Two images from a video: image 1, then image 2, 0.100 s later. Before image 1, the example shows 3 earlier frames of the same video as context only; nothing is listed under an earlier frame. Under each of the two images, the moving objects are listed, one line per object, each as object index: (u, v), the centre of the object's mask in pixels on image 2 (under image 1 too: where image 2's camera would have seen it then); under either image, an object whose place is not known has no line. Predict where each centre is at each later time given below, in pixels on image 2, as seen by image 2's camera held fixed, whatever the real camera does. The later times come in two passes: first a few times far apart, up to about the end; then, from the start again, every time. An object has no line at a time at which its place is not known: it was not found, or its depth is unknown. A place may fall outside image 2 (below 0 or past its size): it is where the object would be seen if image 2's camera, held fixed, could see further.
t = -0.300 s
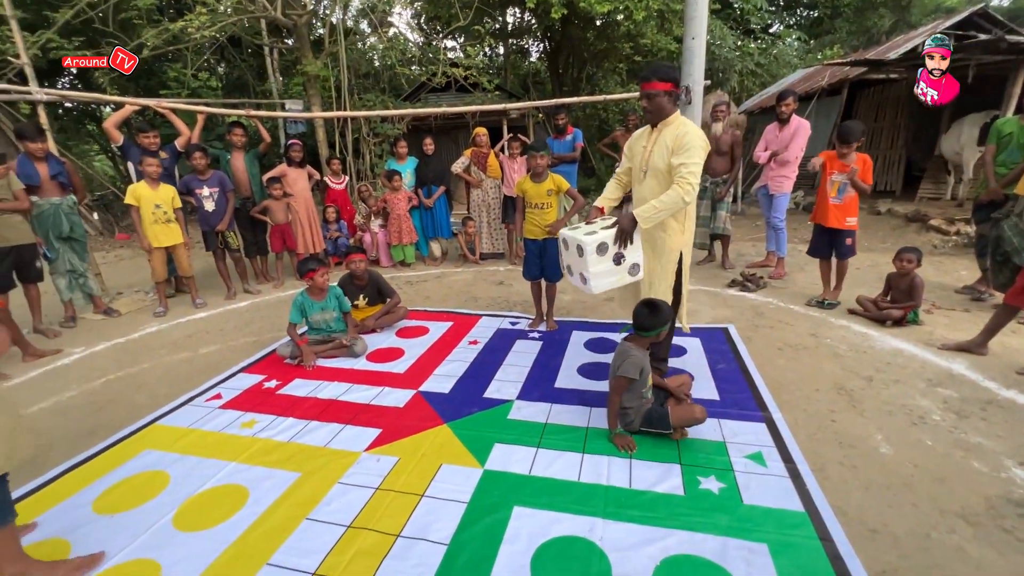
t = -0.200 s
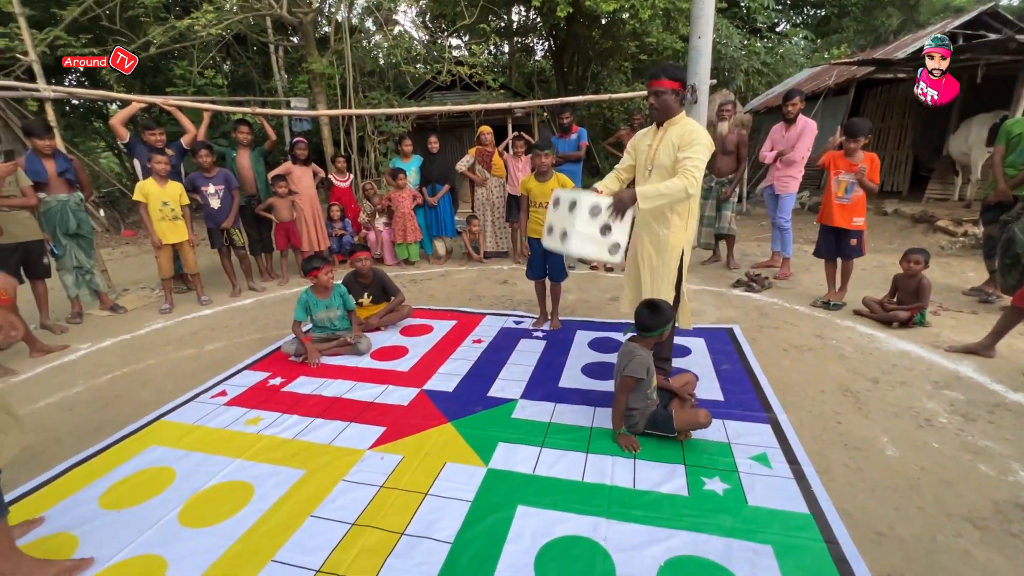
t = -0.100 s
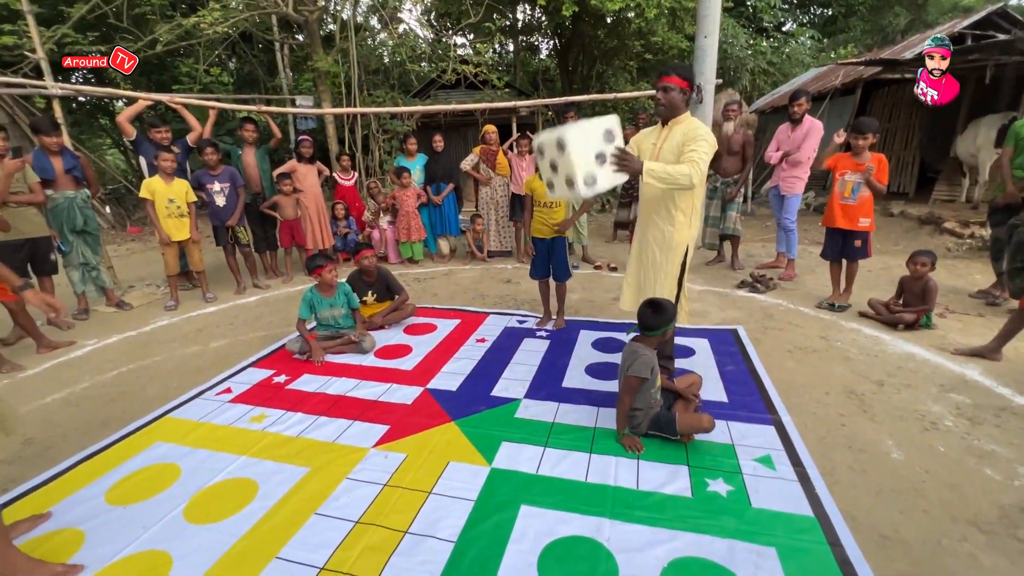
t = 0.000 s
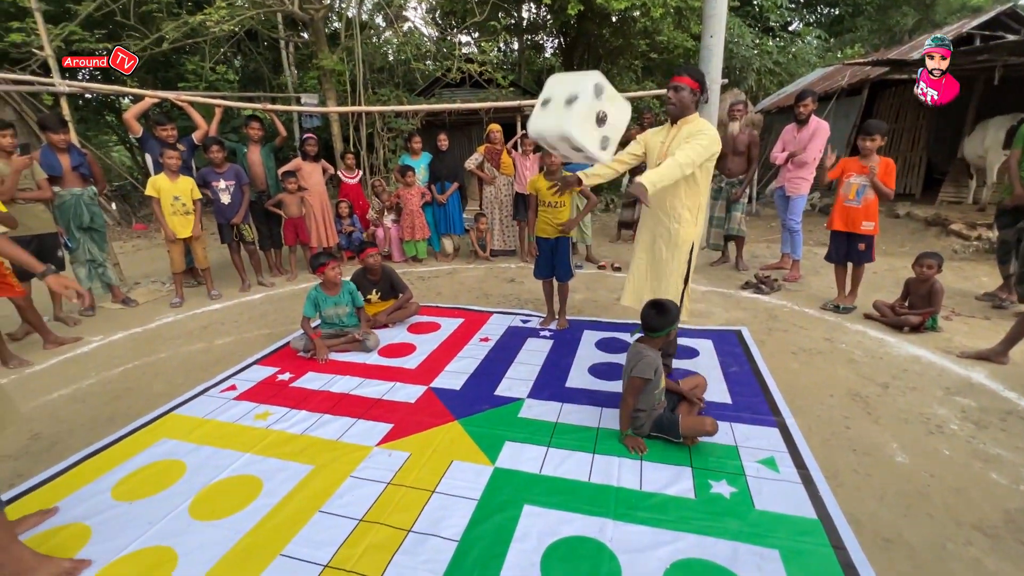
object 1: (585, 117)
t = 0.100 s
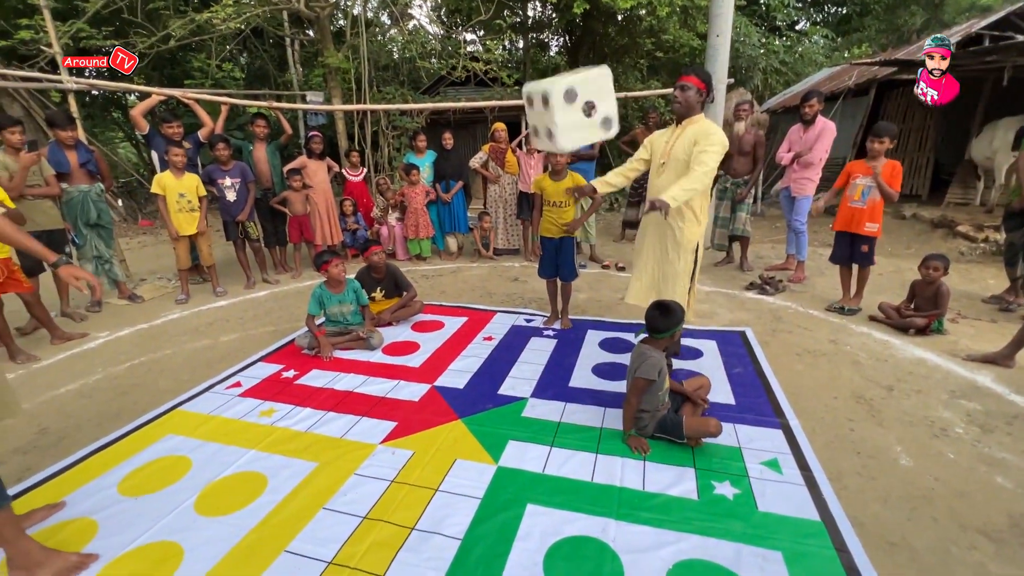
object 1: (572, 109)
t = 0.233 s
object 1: (554, 117)
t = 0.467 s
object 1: (519, 220)
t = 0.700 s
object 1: (494, 361)
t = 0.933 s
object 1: (461, 355)
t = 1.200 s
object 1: (454, 355)
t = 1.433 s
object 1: (455, 354)
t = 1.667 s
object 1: (454, 351)
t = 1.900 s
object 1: (454, 353)
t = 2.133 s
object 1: (455, 355)
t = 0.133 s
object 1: (566, 107)
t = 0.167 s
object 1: (561, 108)
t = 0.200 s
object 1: (556, 110)
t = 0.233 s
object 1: (554, 117)
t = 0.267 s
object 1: (550, 125)
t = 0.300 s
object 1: (546, 137)
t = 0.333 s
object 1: (541, 152)
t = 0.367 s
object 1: (536, 167)
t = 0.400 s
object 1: (530, 185)
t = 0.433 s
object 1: (525, 201)
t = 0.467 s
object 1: (519, 220)
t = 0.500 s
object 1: (515, 239)
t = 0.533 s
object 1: (512, 259)
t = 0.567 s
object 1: (509, 281)
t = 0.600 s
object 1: (506, 306)
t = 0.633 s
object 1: (502, 331)
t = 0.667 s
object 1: (497, 359)
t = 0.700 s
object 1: (494, 361)
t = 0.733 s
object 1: (488, 357)
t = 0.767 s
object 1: (483, 355)
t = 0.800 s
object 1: (479, 354)
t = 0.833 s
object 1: (474, 354)
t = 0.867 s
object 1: (469, 355)
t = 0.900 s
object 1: (465, 355)
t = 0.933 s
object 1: (461, 355)
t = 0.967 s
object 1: (458, 355)
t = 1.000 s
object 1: (455, 355)
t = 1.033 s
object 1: (454, 355)
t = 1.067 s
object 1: (454, 355)
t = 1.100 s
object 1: (454, 355)
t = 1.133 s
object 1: (454, 355)
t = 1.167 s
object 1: (454, 355)
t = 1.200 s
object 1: (454, 355)
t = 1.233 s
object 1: (454, 354)
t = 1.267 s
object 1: (455, 354)
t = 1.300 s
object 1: (455, 354)
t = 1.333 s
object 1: (455, 354)
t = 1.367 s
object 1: (454, 354)
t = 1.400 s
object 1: (454, 354)
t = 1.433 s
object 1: (455, 354)
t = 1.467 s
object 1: (454, 354)
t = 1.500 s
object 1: (455, 355)
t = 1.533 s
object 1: (454, 355)
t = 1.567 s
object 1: (454, 354)
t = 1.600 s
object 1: (453, 353)
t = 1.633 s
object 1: (454, 352)
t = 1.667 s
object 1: (454, 351)
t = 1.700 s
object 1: (455, 351)
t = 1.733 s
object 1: (455, 351)
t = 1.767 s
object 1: (455, 351)
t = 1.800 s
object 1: (455, 351)
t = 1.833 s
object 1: (454, 352)
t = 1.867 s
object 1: (454, 353)
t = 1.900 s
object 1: (454, 353)
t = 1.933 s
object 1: (454, 354)
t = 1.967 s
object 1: (455, 354)
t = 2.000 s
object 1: (455, 355)
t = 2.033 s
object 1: (456, 355)
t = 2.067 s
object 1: (456, 355)
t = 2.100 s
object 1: (456, 355)
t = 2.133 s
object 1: (455, 355)
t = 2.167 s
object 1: (454, 355)
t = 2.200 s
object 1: (454, 354)
